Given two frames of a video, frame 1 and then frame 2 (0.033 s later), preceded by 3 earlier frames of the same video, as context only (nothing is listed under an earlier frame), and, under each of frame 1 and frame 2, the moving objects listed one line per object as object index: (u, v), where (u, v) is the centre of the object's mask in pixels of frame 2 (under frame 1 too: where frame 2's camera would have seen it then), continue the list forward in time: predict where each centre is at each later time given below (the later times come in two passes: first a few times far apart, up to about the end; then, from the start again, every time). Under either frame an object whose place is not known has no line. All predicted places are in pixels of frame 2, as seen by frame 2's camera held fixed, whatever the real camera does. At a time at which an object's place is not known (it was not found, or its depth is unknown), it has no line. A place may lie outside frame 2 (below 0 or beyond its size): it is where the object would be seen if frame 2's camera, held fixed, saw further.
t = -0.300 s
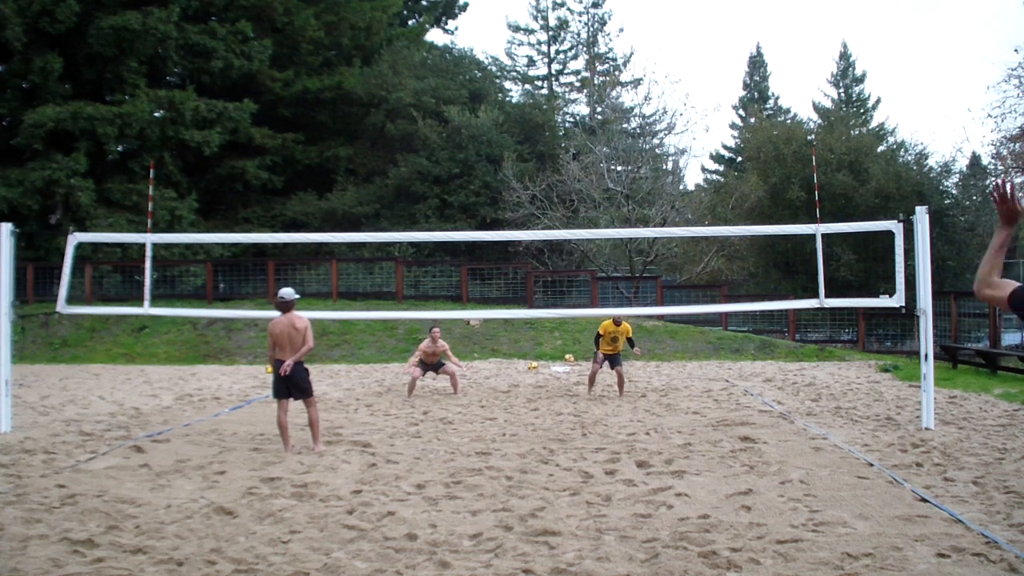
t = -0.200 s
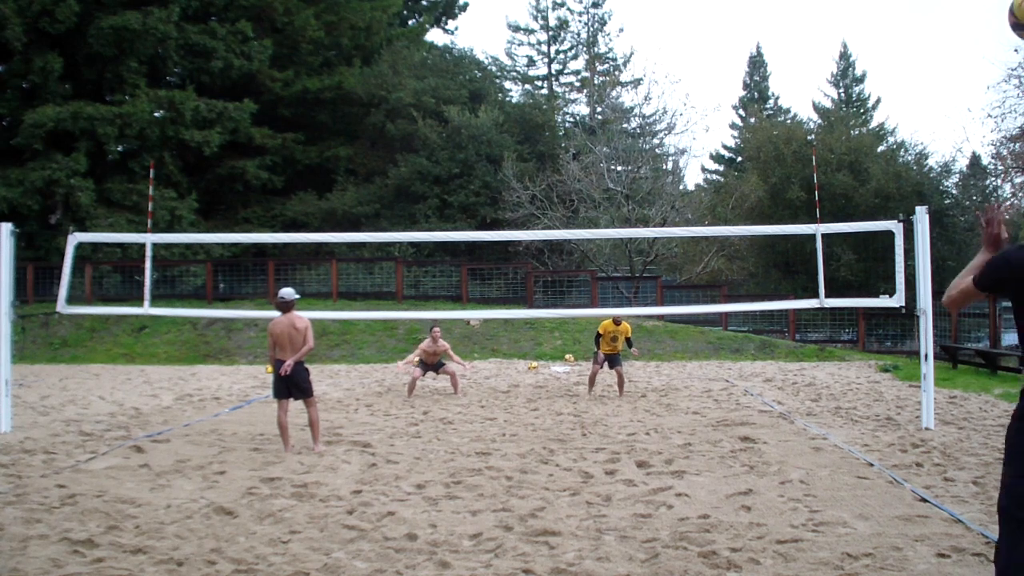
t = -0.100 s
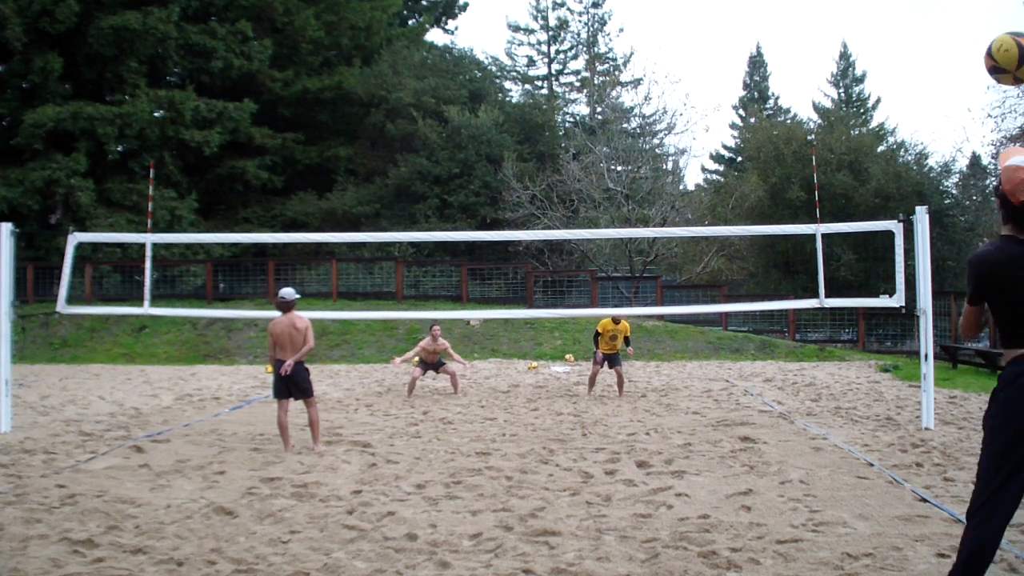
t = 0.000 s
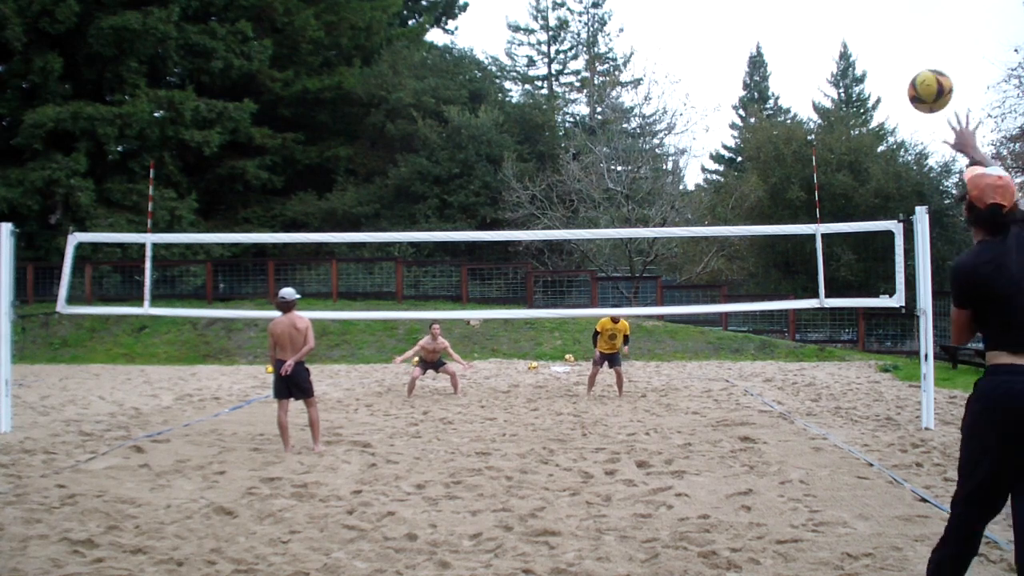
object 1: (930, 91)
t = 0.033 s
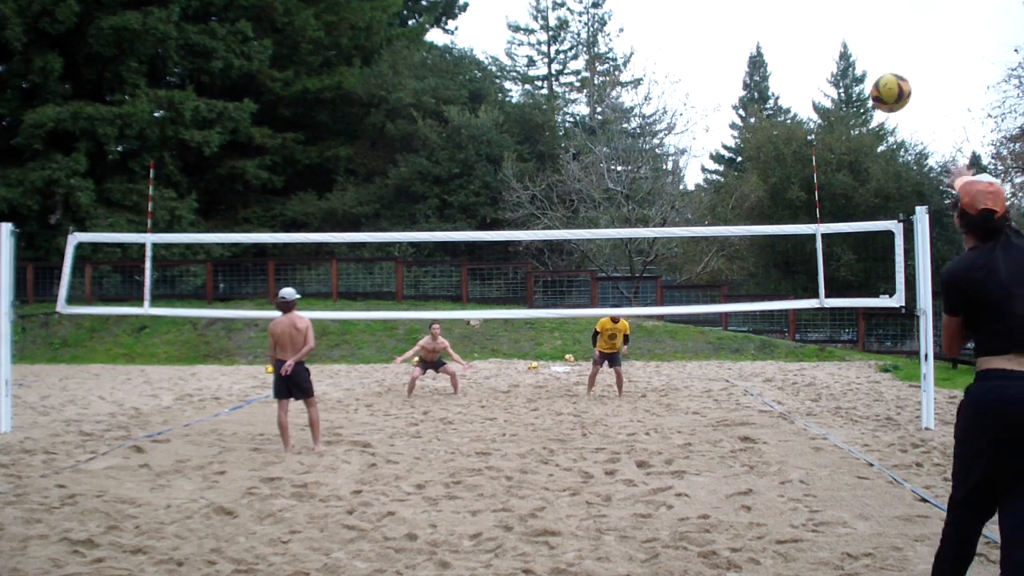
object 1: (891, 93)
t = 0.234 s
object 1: (761, 119)
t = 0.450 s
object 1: (693, 166)
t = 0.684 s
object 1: (648, 223)
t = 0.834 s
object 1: (627, 270)
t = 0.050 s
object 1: (874, 94)
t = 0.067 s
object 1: (859, 96)
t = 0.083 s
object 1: (845, 97)
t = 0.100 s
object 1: (832, 100)
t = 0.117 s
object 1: (821, 101)
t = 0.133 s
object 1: (810, 104)
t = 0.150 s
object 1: (801, 106)
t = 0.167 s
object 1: (791, 109)
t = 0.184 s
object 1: (782, 112)
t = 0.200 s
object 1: (775, 113)
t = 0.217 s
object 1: (768, 116)
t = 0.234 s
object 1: (761, 119)
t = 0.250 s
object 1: (755, 122)
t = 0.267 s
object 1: (749, 126)
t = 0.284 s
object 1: (742, 129)
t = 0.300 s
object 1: (736, 133)
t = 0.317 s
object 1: (731, 137)
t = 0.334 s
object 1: (725, 140)
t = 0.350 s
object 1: (720, 144)
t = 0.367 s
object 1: (715, 148)
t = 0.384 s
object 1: (710, 152)
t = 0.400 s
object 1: (706, 155)
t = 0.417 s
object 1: (702, 159)
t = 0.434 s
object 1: (698, 163)
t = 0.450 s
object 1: (693, 166)
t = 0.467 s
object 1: (690, 170)
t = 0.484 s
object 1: (686, 174)
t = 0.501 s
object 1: (682, 177)
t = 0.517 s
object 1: (678, 182)
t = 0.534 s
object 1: (676, 185)
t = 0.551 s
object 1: (672, 189)
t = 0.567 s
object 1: (669, 194)
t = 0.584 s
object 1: (666, 197)
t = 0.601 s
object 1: (663, 202)
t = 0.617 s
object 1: (660, 207)
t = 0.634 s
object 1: (657, 211)
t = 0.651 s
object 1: (654, 216)
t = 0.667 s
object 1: (651, 220)
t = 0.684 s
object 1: (648, 223)
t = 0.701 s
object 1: (646, 225)
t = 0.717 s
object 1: (647, 240)
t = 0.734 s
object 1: (642, 242)
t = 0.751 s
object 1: (638, 245)
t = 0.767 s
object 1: (636, 249)
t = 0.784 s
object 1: (634, 255)
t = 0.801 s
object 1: (632, 260)
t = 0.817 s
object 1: (630, 265)
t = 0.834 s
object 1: (627, 270)
